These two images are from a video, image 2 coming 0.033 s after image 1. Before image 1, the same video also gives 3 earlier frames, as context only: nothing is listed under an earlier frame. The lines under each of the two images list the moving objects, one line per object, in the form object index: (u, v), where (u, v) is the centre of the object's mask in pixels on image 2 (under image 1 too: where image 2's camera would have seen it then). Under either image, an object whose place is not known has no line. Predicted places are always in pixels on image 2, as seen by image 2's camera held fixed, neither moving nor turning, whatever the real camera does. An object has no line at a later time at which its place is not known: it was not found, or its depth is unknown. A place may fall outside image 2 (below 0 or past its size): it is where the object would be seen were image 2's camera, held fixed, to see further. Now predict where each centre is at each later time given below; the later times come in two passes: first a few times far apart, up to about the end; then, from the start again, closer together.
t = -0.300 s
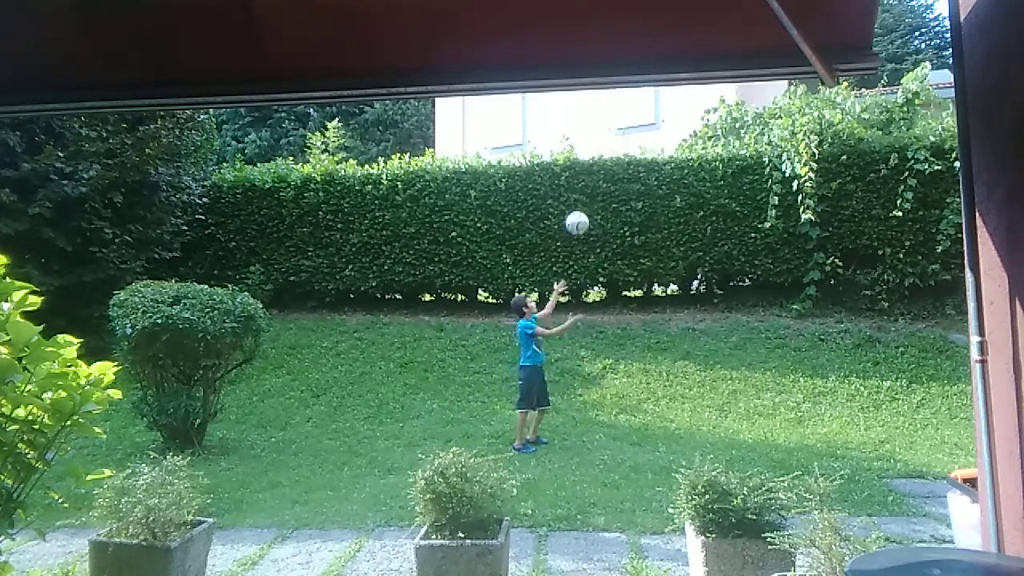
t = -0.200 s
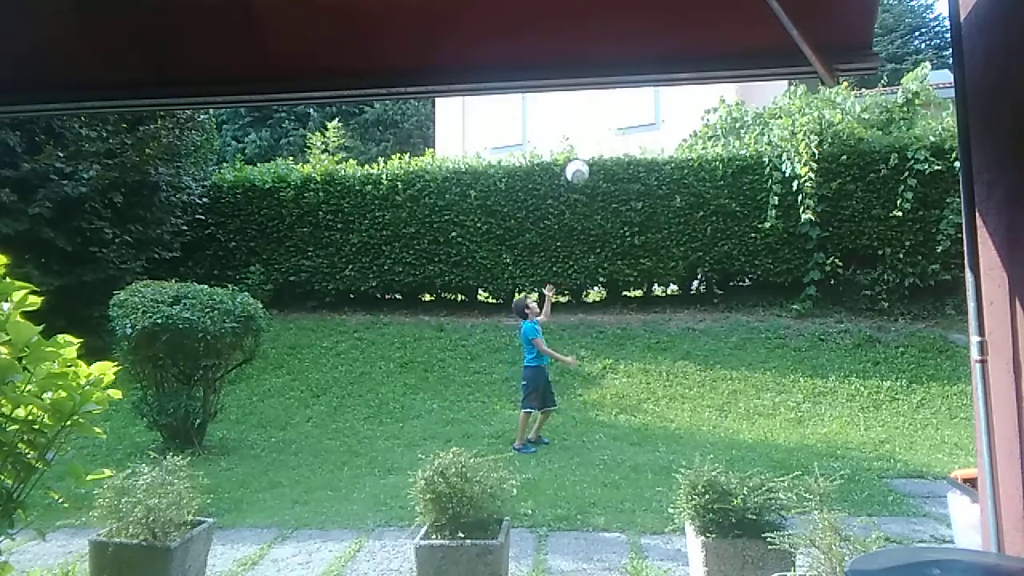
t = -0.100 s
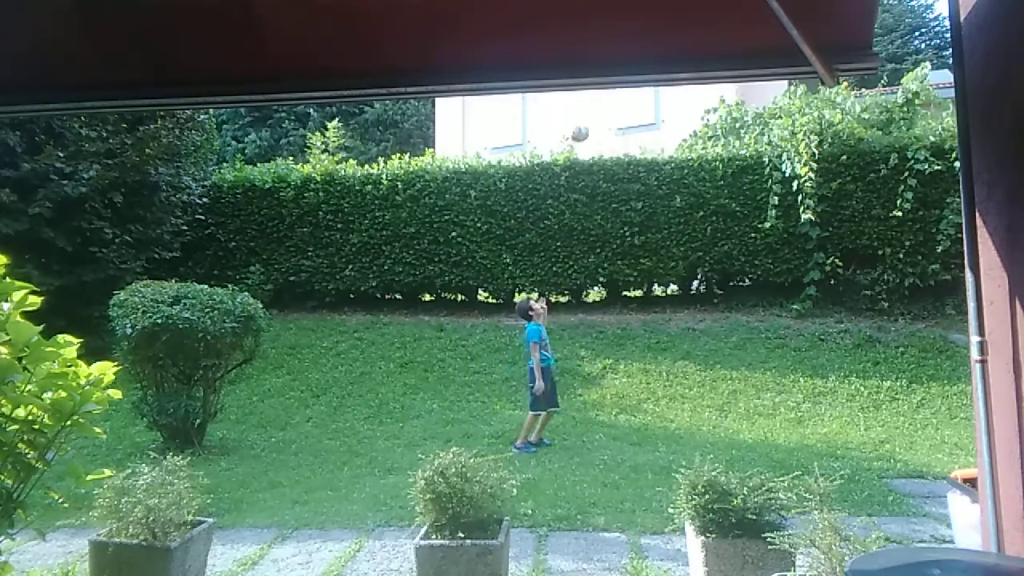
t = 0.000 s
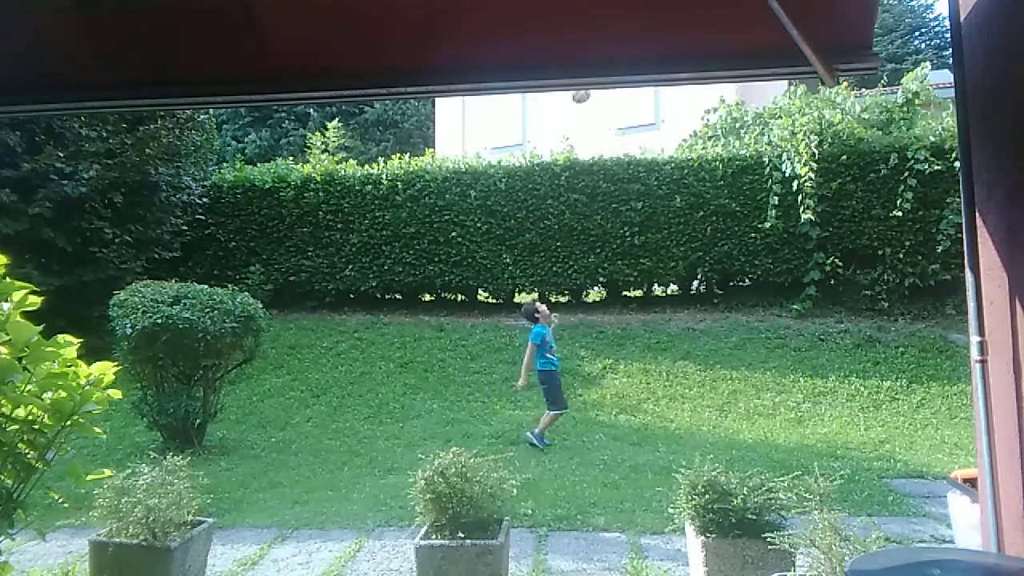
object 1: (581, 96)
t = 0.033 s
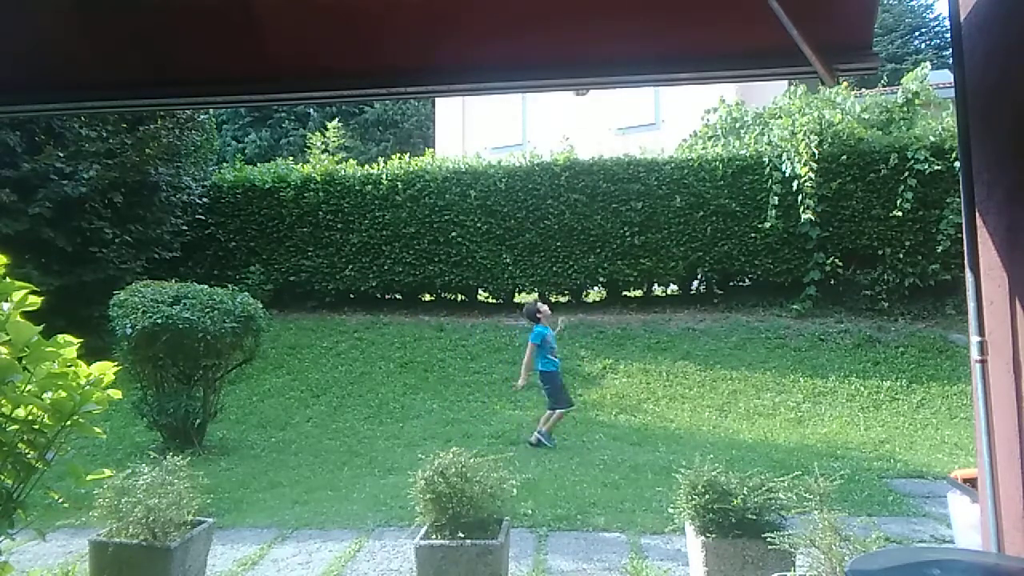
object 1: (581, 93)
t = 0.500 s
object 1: (589, 94)
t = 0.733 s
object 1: (595, 167)
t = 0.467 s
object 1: (588, 91)
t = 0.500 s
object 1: (589, 94)
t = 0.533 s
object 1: (591, 98)
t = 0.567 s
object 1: (592, 107)
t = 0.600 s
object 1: (593, 117)
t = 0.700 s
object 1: (595, 153)
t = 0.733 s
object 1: (595, 167)
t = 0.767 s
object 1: (595, 178)
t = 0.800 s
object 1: (595, 194)
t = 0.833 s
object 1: (596, 211)
